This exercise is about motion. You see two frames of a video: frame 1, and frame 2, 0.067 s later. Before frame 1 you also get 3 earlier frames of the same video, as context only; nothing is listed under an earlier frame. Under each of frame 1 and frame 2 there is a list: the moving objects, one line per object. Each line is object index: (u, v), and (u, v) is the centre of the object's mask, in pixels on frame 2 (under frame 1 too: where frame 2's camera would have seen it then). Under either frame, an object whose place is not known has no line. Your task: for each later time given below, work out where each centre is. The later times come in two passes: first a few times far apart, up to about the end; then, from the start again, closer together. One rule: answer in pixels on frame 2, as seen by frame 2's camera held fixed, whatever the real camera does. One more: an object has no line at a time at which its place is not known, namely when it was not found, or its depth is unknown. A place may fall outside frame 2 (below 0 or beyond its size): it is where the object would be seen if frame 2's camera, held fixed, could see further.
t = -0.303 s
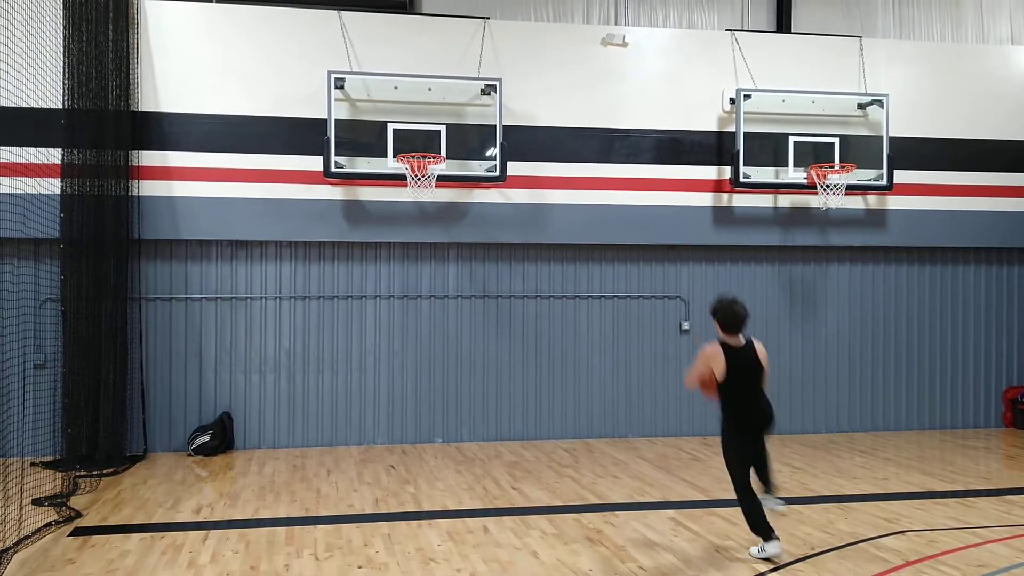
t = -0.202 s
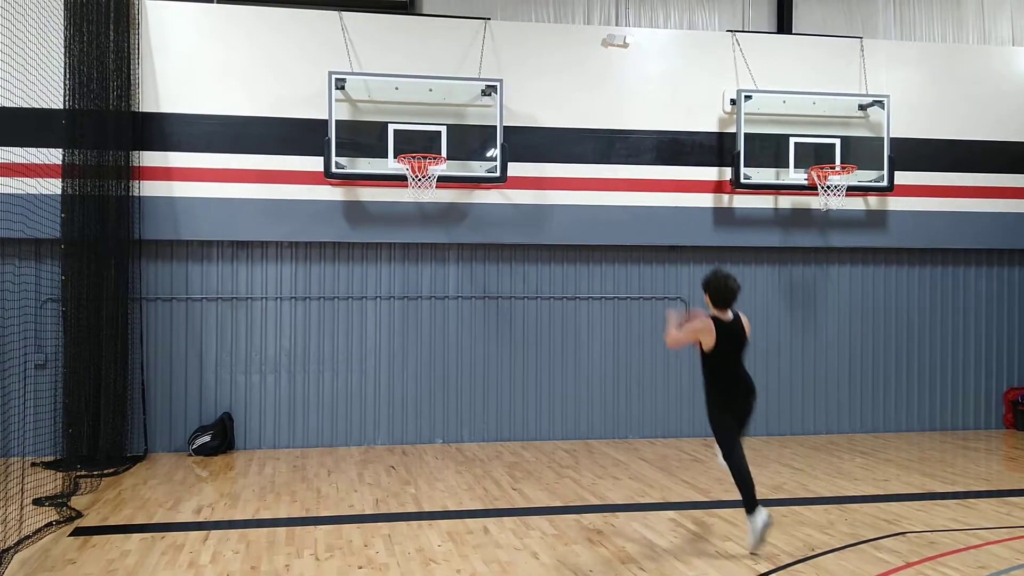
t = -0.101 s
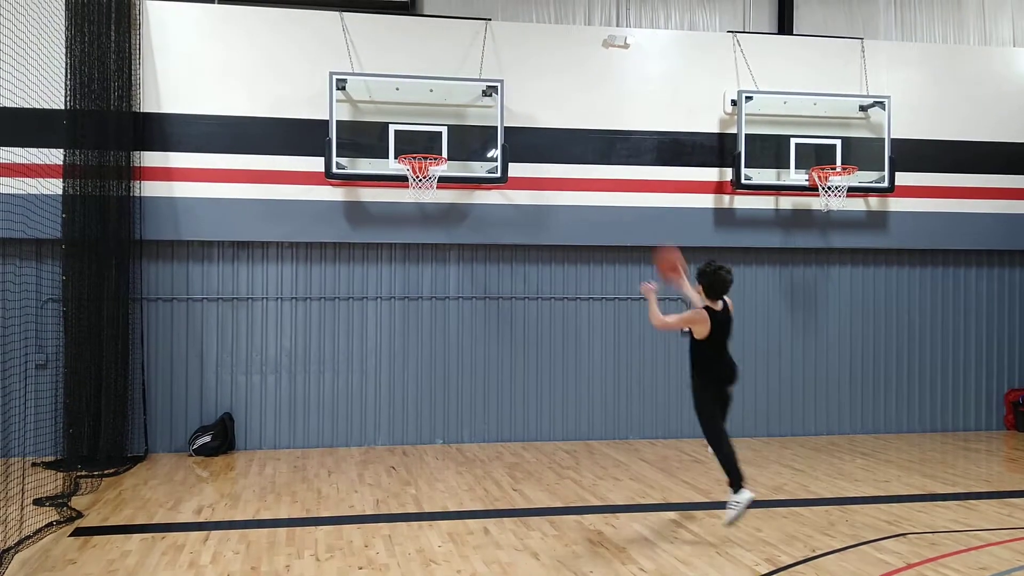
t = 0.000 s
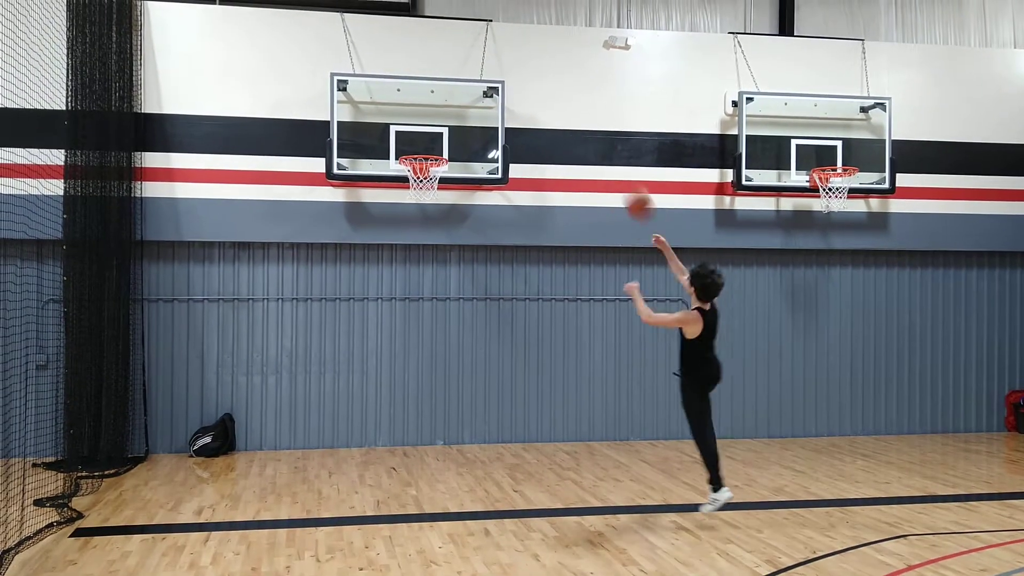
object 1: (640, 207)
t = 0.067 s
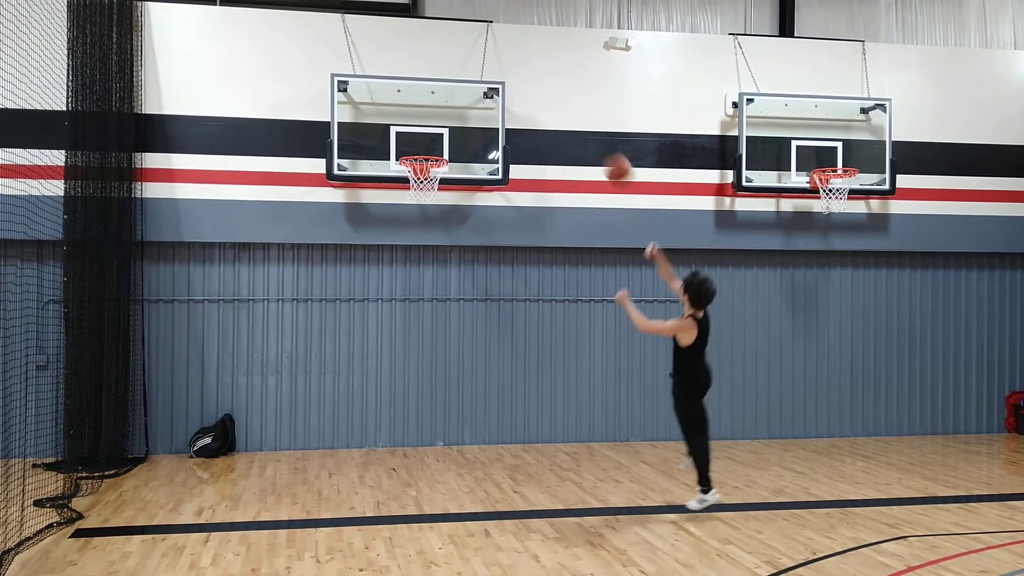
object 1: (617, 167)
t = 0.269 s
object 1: (564, 110)
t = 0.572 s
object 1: (492, 108)
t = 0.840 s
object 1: (473, 147)
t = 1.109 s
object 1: (549, 160)
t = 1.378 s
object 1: (625, 247)
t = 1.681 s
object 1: (706, 423)
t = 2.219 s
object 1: (794, 295)
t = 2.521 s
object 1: (840, 310)
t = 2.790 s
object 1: (880, 398)
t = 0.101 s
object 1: (608, 155)
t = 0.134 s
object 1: (599, 145)
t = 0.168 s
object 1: (591, 135)
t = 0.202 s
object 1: (582, 126)
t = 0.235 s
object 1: (572, 116)
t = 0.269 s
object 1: (564, 110)
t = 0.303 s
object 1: (555, 105)
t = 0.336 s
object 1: (546, 101)
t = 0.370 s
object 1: (538, 98)
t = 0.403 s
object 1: (530, 97)
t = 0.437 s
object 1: (522, 97)
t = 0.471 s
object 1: (515, 98)
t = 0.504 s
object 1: (507, 100)
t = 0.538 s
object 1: (499, 103)
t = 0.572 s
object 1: (492, 108)
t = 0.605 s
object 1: (485, 114)
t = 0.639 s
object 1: (477, 122)
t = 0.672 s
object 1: (470, 129)
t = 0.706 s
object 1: (464, 138)
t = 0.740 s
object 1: (459, 145)
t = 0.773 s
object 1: (457, 152)
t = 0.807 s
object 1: (463, 150)
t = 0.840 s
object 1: (473, 147)
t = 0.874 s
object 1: (482, 145)
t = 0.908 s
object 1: (490, 144)
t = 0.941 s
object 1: (503, 144)
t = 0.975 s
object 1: (514, 146)
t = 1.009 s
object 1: (521, 148)
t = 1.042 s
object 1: (531, 152)
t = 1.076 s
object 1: (541, 155)
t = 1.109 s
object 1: (549, 160)
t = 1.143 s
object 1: (559, 166)
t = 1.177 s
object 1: (569, 176)
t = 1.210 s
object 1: (578, 185)
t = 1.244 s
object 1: (587, 195)
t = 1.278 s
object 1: (598, 208)
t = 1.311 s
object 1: (606, 219)
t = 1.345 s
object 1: (616, 232)
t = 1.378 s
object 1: (625, 247)
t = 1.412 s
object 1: (633, 261)
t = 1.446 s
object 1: (643, 277)
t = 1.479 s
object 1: (653, 296)
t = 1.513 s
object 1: (662, 315)
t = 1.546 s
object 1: (671, 334)
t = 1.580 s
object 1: (679, 355)
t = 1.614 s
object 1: (688, 378)
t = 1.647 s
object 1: (697, 400)
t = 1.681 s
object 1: (706, 423)
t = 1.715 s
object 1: (713, 448)
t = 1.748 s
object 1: (720, 441)
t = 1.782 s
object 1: (726, 424)
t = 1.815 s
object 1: (731, 407)
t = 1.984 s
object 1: (757, 341)
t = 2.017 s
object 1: (762, 331)
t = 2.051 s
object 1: (767, 322)
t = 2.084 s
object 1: (773, 314)
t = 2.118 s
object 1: (778, 308)
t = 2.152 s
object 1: (783, 303)
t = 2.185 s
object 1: (789, 298)
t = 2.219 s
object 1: (794, 295)
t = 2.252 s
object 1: (800, 292)
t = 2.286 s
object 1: (805, 291)
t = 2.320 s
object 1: (810, 291)
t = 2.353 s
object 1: (815, 291)
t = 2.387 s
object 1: (820, 293)
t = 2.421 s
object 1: (825, 296)
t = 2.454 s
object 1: (830, 300)
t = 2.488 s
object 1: (835, 305)
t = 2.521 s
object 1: (840, 310)
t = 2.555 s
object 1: (845, 318)
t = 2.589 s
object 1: (850, 326)
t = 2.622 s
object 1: (855, 335)
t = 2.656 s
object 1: (859, 344)
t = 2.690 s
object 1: (865, 356)
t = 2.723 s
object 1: (870, 368)
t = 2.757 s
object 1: (875, 383)
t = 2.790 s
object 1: (880, 398)
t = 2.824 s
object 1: (885, 414)
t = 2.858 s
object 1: (890, 431)
